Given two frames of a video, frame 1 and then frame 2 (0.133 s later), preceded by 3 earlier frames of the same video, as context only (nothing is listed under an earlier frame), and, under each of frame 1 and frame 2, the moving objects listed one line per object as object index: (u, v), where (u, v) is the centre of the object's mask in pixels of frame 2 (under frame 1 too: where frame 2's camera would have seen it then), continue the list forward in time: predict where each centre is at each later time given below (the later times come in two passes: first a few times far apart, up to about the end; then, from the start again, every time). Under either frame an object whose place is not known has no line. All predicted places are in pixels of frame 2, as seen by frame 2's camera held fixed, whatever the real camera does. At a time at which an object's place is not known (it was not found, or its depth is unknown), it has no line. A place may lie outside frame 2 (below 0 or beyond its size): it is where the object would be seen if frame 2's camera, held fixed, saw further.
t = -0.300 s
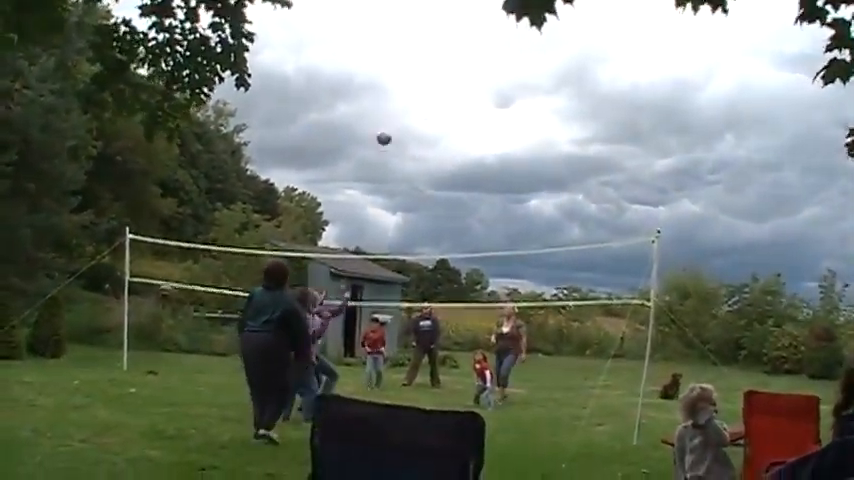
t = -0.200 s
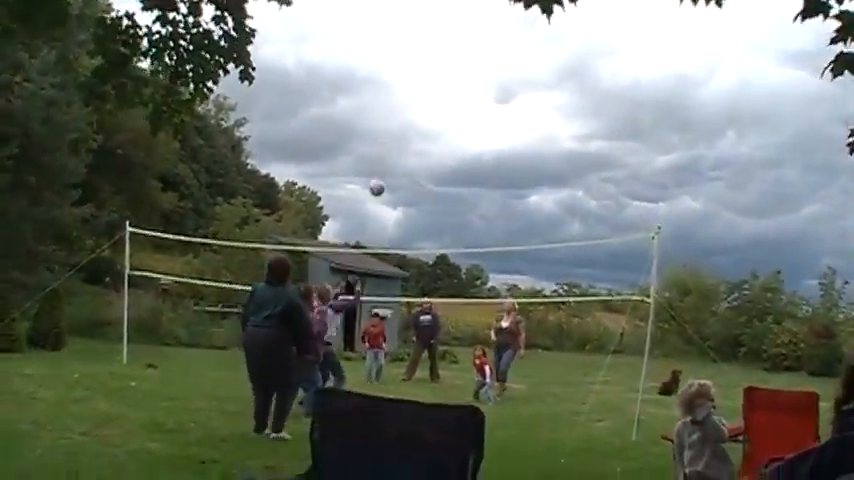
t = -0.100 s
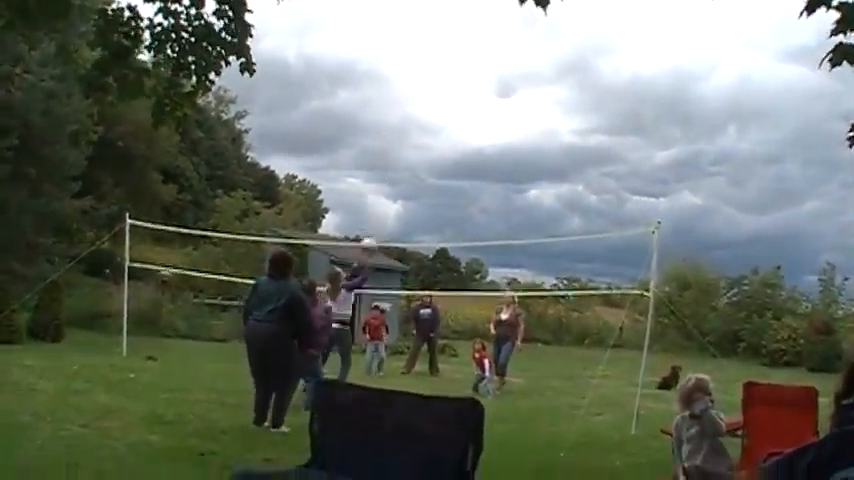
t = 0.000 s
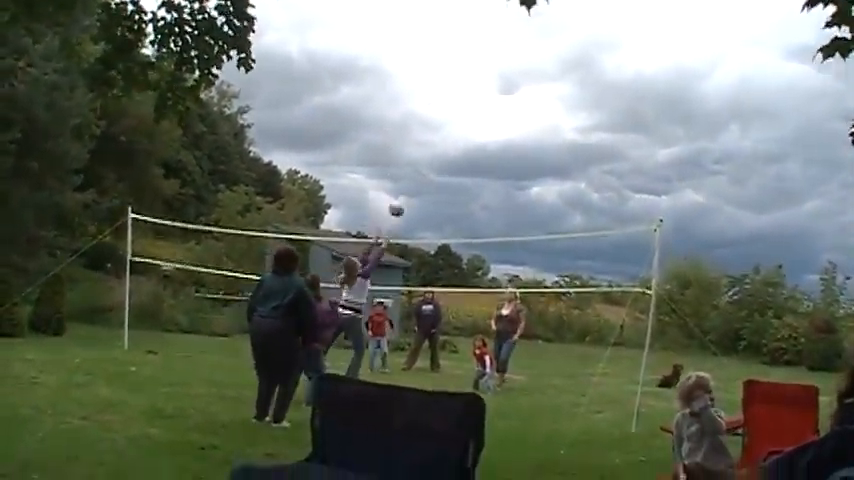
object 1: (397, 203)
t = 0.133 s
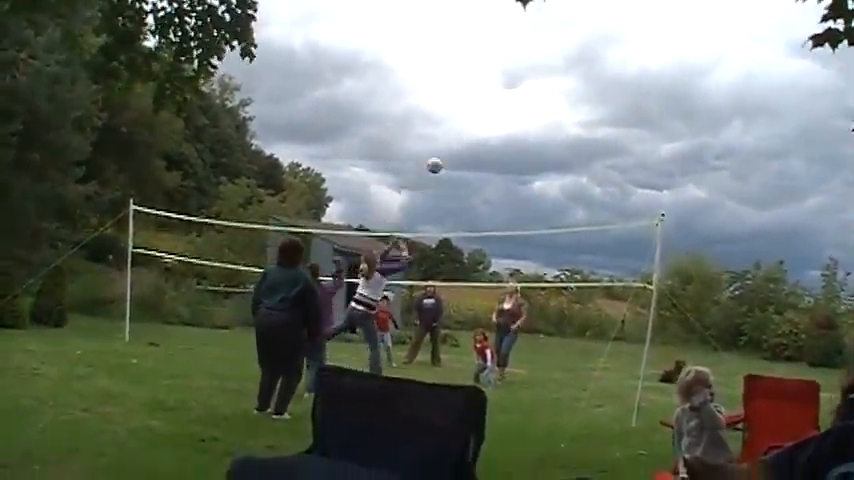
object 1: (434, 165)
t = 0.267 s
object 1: (465, 147)
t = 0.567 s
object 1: (520, 147)
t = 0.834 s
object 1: (557, 192)
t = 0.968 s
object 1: (571, 226)
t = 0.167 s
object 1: (441, 159)
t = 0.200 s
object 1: (450, 156)
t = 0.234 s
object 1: (458, 150)
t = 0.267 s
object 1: (465, 147)
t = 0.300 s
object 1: (472, 144)
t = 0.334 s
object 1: (479, 142)
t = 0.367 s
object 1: (486, 141)
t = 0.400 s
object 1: (492, 140)
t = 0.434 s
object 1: (498, 140)
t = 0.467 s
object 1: (504, 142)
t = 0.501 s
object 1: (509, 143)
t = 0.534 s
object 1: (515, 145)
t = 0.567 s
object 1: (520, 147)
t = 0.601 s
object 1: (526, 150)
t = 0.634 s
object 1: (530, 155)
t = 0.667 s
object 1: (535, 160)
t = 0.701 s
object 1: (540, 166)
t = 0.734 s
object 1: (544, 171)
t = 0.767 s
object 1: (548, 178)
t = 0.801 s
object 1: (552, 185)
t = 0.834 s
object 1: (557, 192)
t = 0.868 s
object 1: (560, 200)
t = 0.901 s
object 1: (564, 209)
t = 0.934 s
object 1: (568, 217)
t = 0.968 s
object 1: (571, 226)
